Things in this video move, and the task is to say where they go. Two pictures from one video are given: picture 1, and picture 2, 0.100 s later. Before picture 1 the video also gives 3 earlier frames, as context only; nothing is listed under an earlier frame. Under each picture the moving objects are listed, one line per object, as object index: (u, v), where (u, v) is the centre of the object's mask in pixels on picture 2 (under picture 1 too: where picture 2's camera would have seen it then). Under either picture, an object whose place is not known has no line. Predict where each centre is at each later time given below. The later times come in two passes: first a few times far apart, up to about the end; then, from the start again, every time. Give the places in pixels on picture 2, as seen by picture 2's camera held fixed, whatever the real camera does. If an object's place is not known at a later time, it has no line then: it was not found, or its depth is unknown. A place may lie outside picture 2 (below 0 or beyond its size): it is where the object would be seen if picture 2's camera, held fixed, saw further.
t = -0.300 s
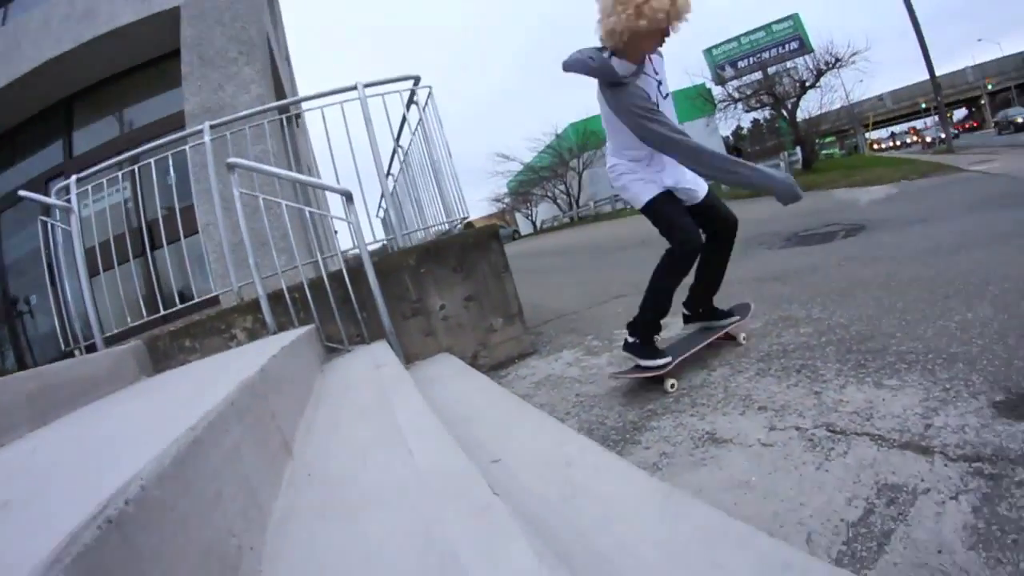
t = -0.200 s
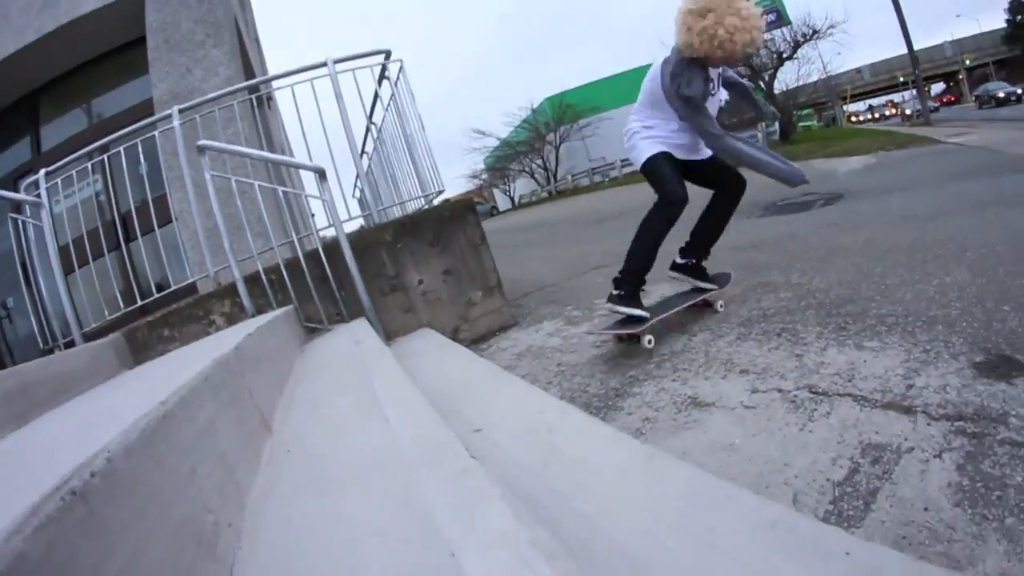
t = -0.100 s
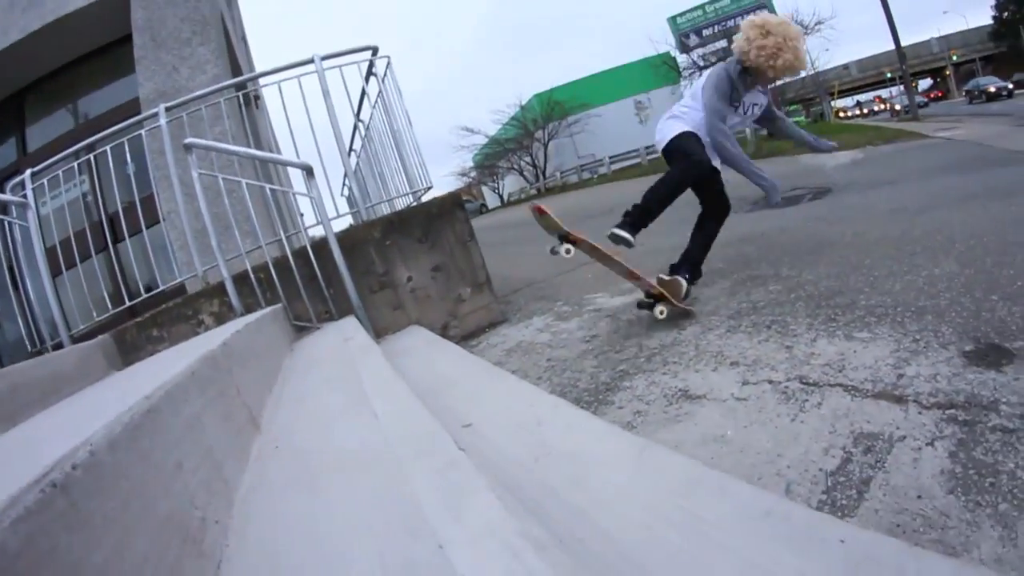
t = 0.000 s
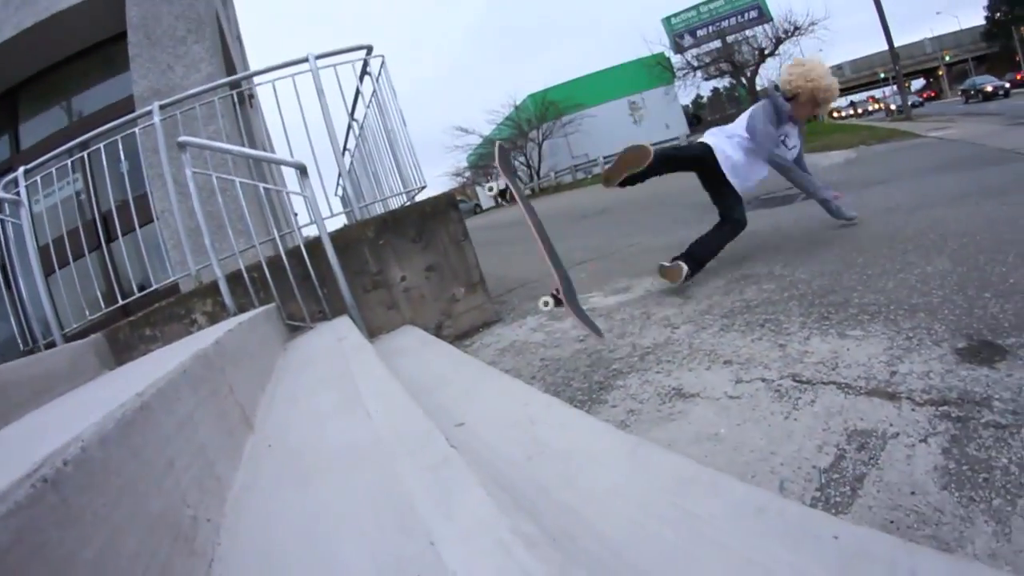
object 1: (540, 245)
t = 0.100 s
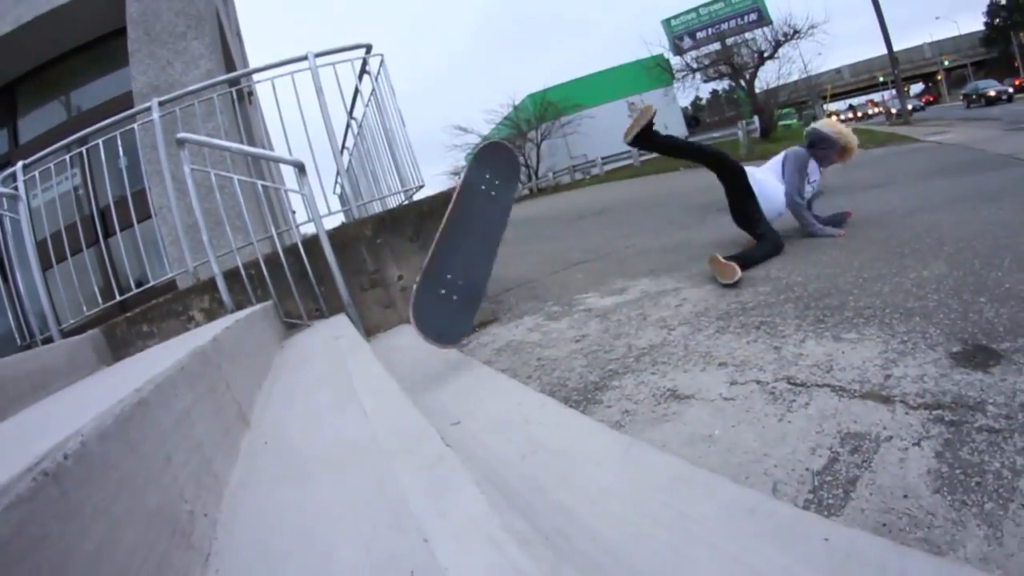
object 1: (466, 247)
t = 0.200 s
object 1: (407, 256)
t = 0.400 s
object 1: (375, 286)
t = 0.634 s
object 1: (340, 331)
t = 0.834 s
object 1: (357, 320)
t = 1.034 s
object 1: (371, 316)
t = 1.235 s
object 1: (383, 318)
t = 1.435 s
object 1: (395, 323)
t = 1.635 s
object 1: (412, 333)
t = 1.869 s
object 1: (429, 338)
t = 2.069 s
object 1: (449, 346)
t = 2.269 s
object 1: (472, 350)
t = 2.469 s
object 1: (465, 348)
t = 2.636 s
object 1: (468, 352)
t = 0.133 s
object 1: (440, 248)
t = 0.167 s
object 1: (419, 251)
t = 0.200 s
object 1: (407, 256)
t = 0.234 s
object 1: (401, 258)
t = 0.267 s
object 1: (394, 263)
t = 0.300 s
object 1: (387, 269)
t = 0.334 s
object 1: (389, 273)
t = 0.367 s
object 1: (384, 281)
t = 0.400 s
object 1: (375, 286)
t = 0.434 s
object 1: (369, 296)
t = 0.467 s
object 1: (360, 307)
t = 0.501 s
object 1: (358, 319)
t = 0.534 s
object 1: (354, 324)
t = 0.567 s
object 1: (353, 328)
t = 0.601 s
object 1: (344, 330)
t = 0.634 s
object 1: (340, 331)
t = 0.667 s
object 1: (341, 332)
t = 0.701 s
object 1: (345, 327)
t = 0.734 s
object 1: (352, 326)
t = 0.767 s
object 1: (355, 324)
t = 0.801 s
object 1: (356, 322)
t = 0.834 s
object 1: (357, 320)
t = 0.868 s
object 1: (360, 319)
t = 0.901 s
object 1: (365, 320)
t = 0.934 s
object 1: (366, 319)
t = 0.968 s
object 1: (367, 317)
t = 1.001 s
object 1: (369, 317)
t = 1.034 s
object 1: (371, 316)
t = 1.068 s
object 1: (374, 316)
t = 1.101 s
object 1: (376, 316)
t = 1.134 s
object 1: (378, 316)
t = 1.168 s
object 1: (378, 316)
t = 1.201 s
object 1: (381, 317)
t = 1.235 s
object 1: (383, 318)
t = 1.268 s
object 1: (386, 318)
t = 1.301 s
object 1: (390, 320)
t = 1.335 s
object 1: (387, 319)
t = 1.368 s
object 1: (389, 321)
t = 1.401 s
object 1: (394, 323)
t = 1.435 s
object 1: (395, 323)
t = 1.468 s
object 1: (395, 326)
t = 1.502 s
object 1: (396, 328)
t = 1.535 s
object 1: (398, 330)
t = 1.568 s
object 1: (403, 331)
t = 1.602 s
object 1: (409, 333)
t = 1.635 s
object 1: (412, 333)
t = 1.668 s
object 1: (416, 335)
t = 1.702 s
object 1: (417, 335)
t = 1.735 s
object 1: (421, 335)
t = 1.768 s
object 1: (423, 336)
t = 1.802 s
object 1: (426, 337)
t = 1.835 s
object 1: (427, 338)
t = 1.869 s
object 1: (429, 338)
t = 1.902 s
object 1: (431, 339)
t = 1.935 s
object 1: (435, 341)
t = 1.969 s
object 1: (438, 342)
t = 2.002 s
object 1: (441, 343)
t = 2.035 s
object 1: (443, 345)
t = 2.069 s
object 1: (449, 346)
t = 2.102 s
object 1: (464, 351)
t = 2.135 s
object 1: (468, 351)
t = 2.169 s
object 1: (467, 349)
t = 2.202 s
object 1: (467, 348)
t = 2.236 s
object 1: (471, 350)
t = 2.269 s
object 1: (472, 350)
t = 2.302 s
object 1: (474, 351)
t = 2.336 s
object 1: (474, 351)
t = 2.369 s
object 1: (469, 349)
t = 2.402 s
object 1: (467, 349)
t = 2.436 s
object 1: (467, 349)
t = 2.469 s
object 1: (465, 348)
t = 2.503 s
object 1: (465, 348)
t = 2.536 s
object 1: (464, 348)
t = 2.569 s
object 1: (464, 349)
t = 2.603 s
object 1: (465, 350)
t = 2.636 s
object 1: (468, 352)
